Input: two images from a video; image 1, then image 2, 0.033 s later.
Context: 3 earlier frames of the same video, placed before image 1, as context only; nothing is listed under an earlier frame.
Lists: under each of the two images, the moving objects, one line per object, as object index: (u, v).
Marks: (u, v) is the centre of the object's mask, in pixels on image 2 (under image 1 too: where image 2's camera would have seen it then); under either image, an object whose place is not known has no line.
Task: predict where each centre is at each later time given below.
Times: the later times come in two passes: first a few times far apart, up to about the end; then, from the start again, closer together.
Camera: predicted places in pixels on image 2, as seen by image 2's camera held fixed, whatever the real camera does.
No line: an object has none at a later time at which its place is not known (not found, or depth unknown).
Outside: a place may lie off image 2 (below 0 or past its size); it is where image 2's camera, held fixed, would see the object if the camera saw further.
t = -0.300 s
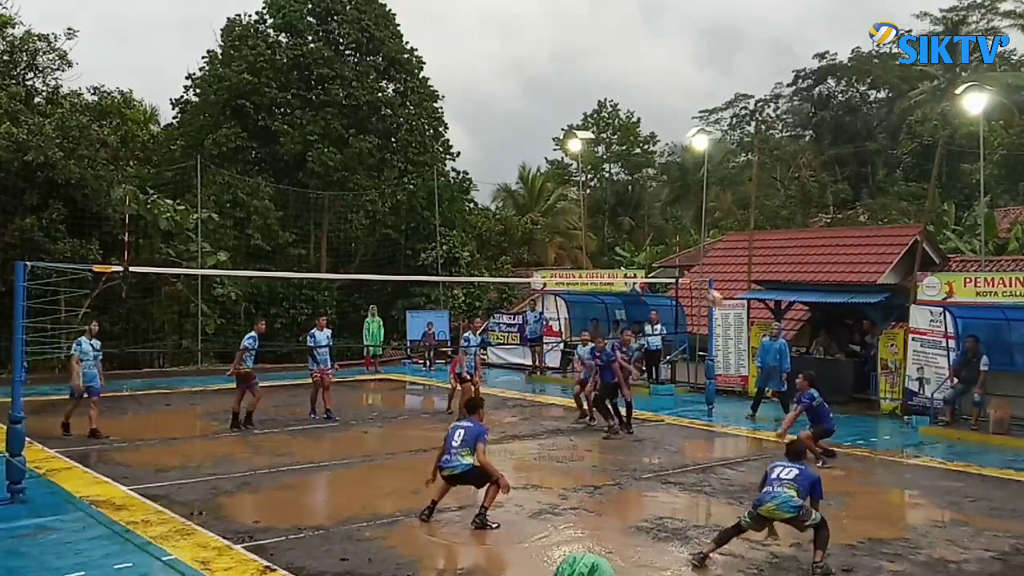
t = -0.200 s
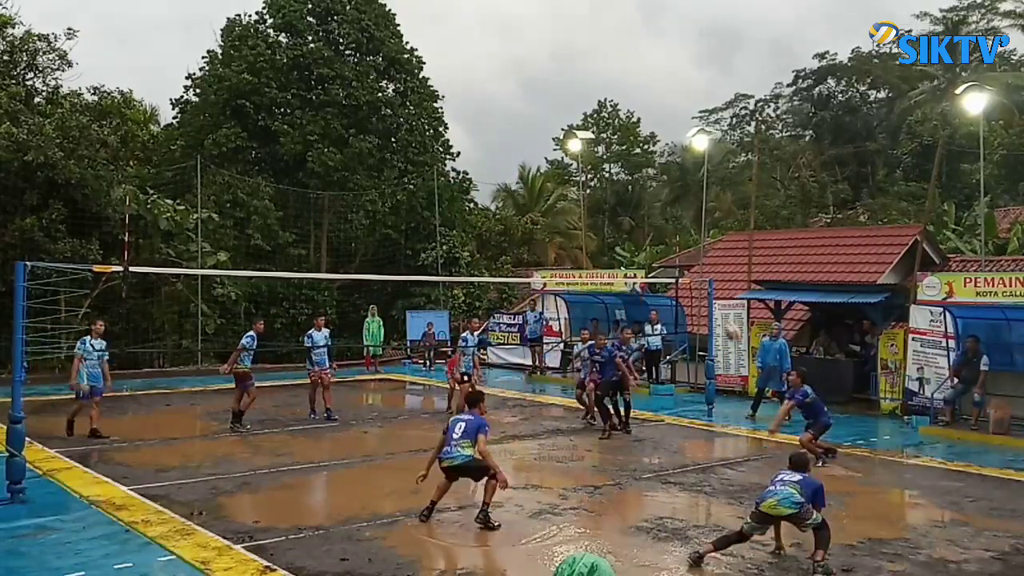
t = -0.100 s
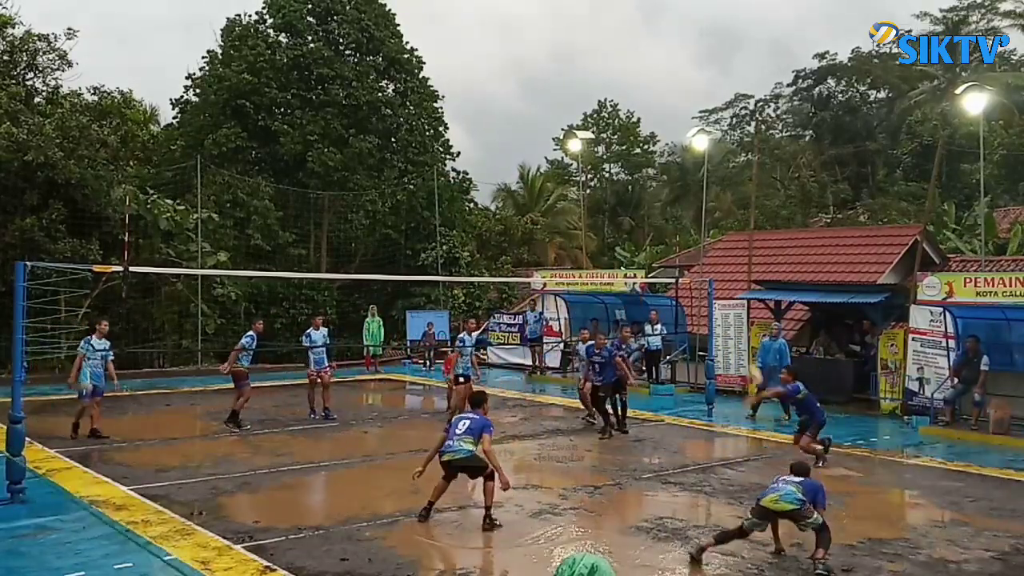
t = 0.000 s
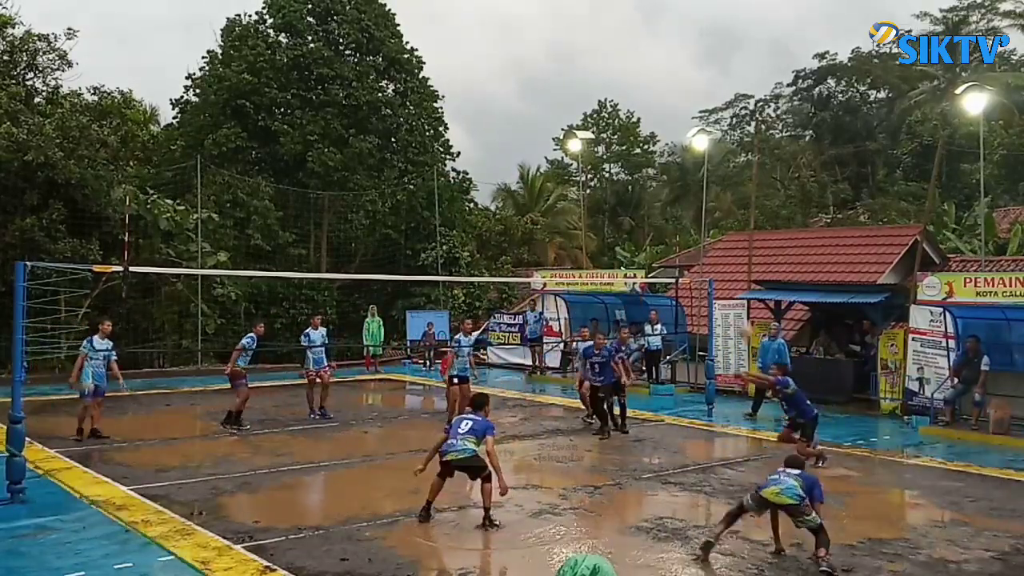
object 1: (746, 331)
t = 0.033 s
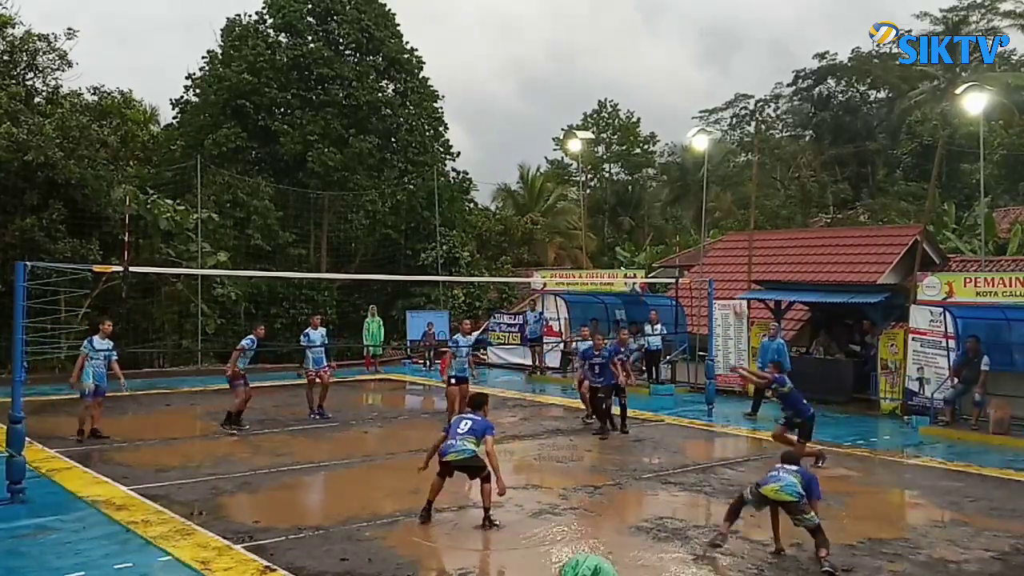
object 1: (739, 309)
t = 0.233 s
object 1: (710, 205)
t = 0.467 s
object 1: (675, 127)
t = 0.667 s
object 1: (644, 92)
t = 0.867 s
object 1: (614, 86)
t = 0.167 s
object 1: (719, 234)
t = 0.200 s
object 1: (714, 221)
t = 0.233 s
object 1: (710, 205)
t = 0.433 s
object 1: (680, 137)
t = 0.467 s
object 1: (675, 127)
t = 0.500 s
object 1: (670, 119)
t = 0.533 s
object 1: (664, 113)
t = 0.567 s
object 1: (659, 106)
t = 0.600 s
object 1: (654, 100)
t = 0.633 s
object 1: (649, 95)
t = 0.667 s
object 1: (644, 92)
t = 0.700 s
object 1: (639, 89)
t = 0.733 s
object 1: (634, 86)
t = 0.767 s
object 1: (629, 85)
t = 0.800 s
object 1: (624, 85)
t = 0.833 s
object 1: (619, 85)
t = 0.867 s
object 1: (614, 86)
